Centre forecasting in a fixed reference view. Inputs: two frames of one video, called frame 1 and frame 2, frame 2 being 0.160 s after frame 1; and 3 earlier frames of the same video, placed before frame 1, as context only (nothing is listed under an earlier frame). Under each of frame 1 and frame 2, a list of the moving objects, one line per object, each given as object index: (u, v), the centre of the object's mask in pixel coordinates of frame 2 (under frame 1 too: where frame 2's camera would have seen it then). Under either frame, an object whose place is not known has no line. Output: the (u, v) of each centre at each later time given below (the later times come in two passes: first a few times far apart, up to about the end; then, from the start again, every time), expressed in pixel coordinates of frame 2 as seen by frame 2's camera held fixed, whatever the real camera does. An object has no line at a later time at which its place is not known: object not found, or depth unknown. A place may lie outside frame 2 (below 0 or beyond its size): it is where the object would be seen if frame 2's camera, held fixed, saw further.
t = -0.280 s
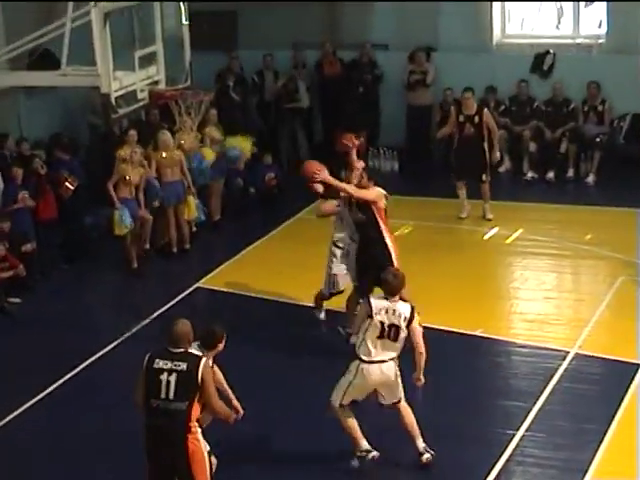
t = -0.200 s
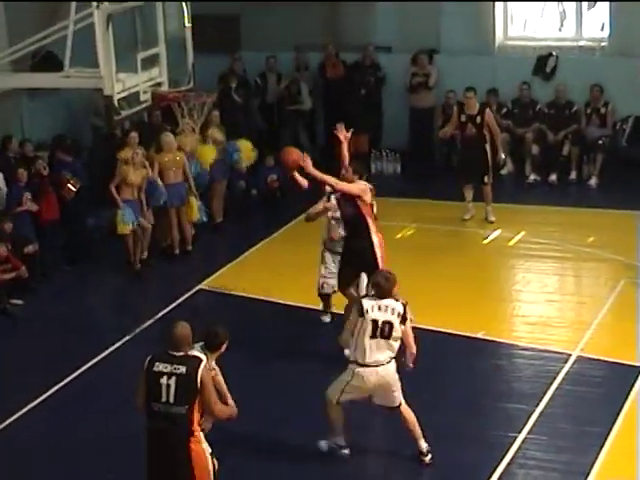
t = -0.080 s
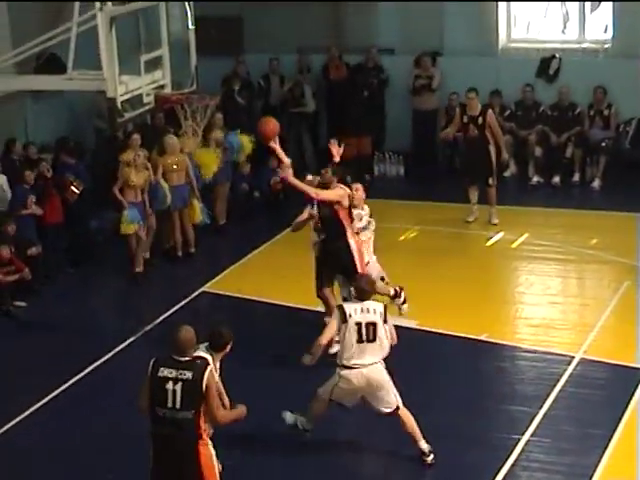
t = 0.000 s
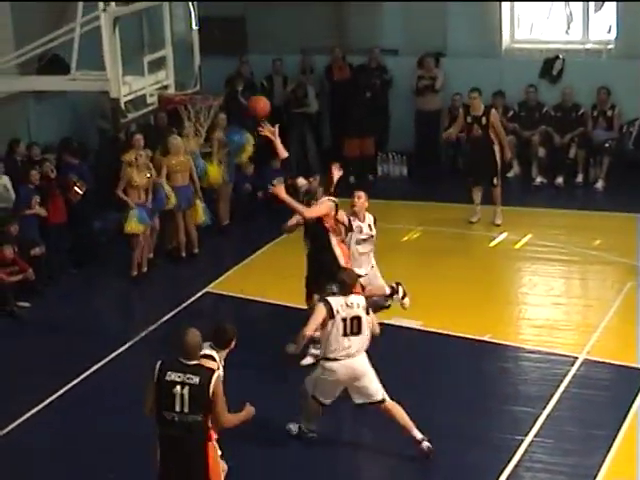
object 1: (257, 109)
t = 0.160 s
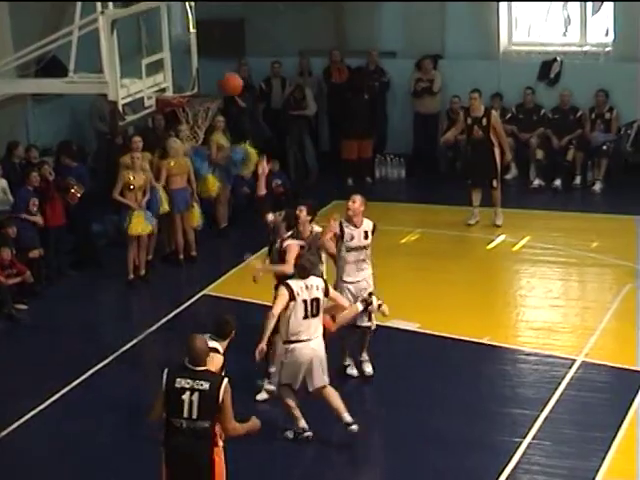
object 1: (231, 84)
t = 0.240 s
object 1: (219, 81)
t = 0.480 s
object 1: (189, 105)
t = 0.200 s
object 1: (225, 82)
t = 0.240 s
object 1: (219, 81)
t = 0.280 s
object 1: (214, 82)
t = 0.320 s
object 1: (208, 83)
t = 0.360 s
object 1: (202, 87)
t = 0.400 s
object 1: (197, 93)
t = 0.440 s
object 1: (194, 99)
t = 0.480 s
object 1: (189, 105)
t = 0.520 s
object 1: (184, 114)
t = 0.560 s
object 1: (182, 117)
